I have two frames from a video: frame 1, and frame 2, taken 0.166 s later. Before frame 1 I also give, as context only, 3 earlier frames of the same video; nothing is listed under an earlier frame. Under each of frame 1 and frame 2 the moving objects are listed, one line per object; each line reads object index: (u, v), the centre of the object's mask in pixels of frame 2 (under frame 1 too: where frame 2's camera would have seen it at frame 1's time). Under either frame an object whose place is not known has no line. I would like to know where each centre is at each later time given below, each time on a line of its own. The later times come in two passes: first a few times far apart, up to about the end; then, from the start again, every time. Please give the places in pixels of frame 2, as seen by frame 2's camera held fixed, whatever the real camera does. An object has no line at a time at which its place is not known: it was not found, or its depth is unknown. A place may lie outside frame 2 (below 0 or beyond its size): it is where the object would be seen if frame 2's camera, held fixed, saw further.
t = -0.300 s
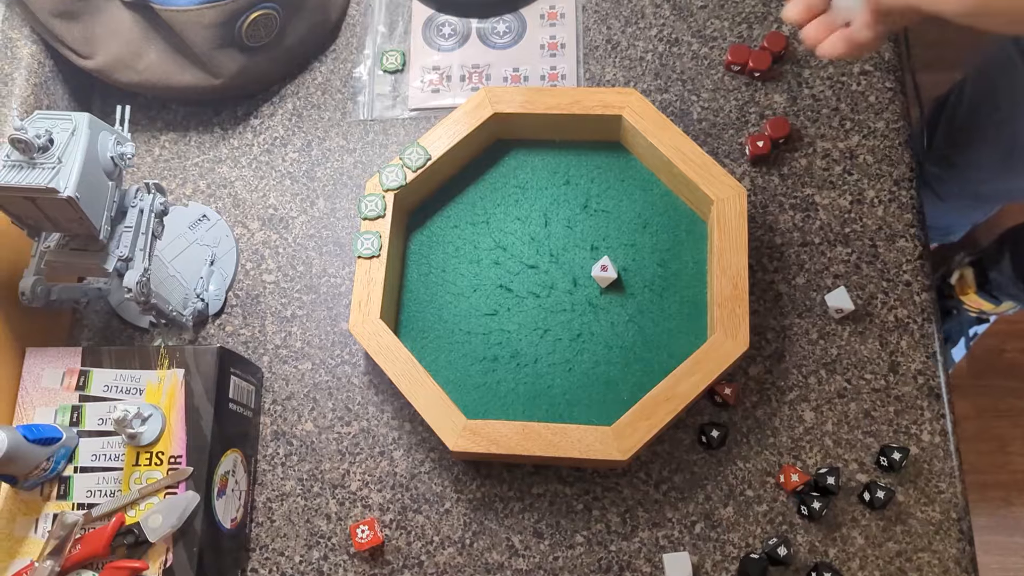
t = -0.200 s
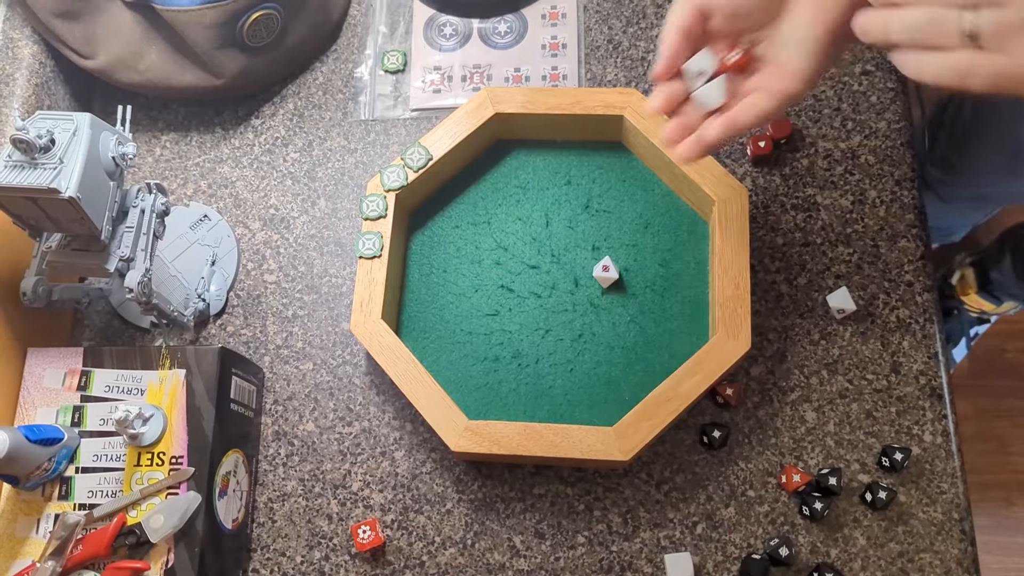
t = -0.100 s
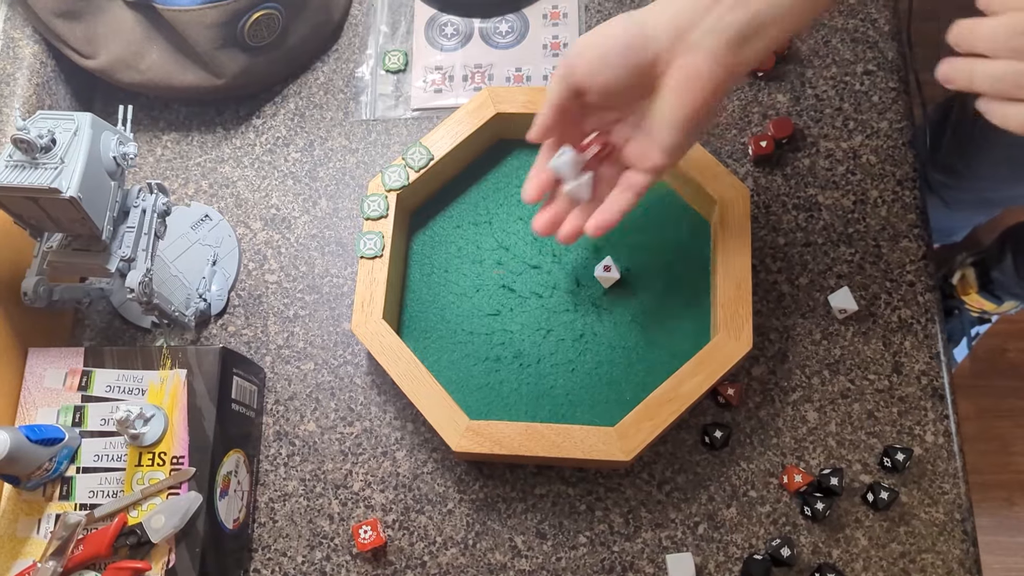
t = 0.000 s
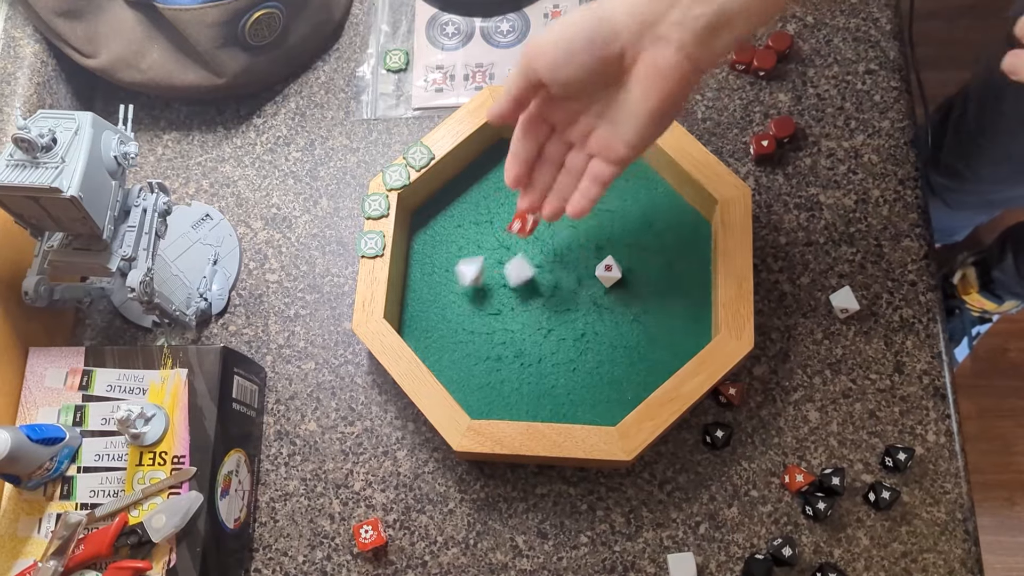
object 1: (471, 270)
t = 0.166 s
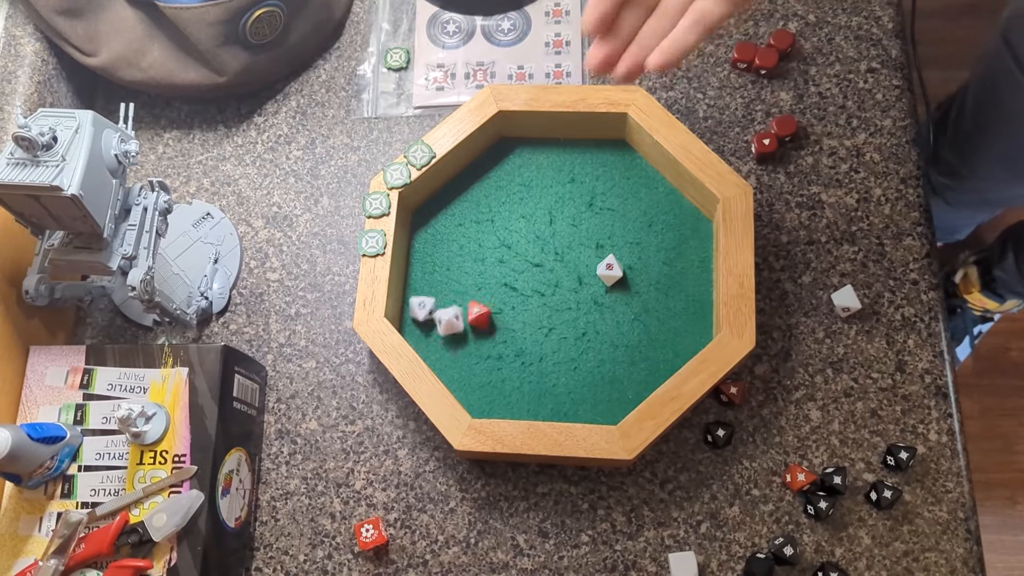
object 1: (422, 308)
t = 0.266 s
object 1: (430, 284)
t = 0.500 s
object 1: (432, 283)
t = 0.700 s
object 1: (432, 283)
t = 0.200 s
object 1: (427, 298)
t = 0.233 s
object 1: (428, 289)
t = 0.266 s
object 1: (430, 284)
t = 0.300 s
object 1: (432, 282)
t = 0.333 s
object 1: (431, 283)
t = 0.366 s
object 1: (432, 283)
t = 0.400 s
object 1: (432, 283)
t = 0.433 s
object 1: (432, 283)
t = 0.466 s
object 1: (432, 283)
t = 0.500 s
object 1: (432, 283)
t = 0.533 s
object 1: (432, 283)
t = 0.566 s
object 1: (432, 283)
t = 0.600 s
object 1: (432, 283)
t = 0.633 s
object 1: (432, 283)
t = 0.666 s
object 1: (432, 283)
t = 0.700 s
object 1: (432, 283)
